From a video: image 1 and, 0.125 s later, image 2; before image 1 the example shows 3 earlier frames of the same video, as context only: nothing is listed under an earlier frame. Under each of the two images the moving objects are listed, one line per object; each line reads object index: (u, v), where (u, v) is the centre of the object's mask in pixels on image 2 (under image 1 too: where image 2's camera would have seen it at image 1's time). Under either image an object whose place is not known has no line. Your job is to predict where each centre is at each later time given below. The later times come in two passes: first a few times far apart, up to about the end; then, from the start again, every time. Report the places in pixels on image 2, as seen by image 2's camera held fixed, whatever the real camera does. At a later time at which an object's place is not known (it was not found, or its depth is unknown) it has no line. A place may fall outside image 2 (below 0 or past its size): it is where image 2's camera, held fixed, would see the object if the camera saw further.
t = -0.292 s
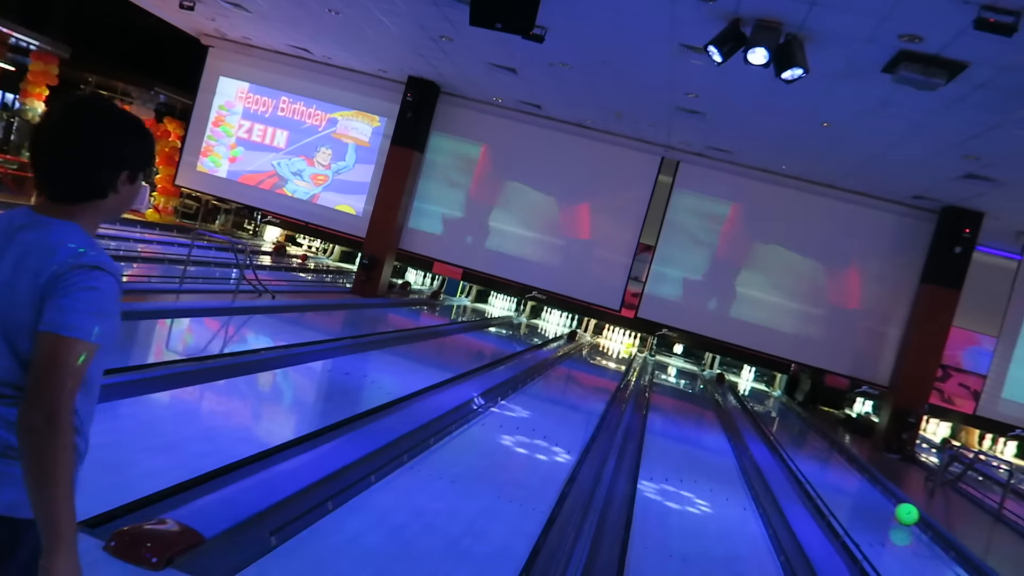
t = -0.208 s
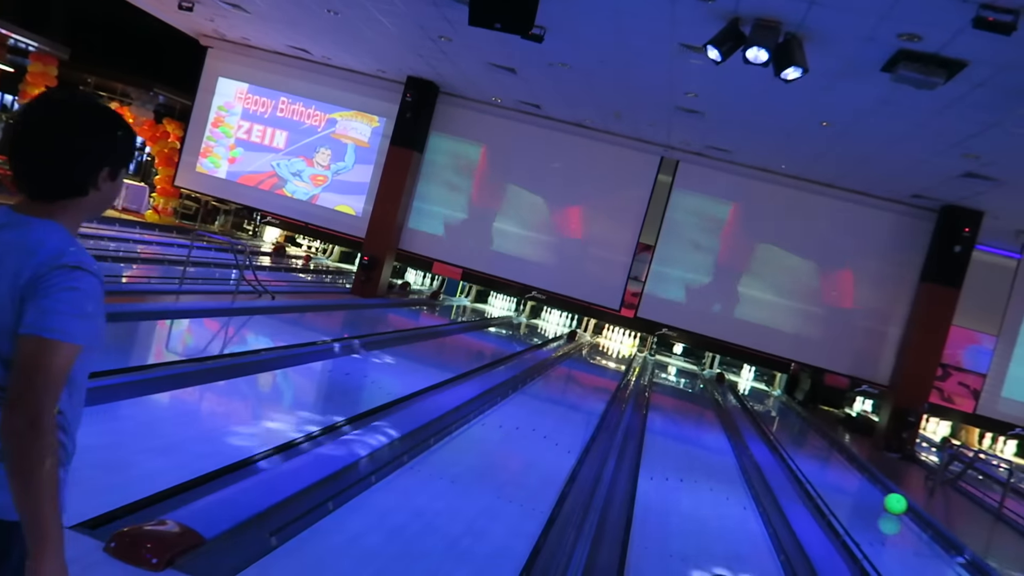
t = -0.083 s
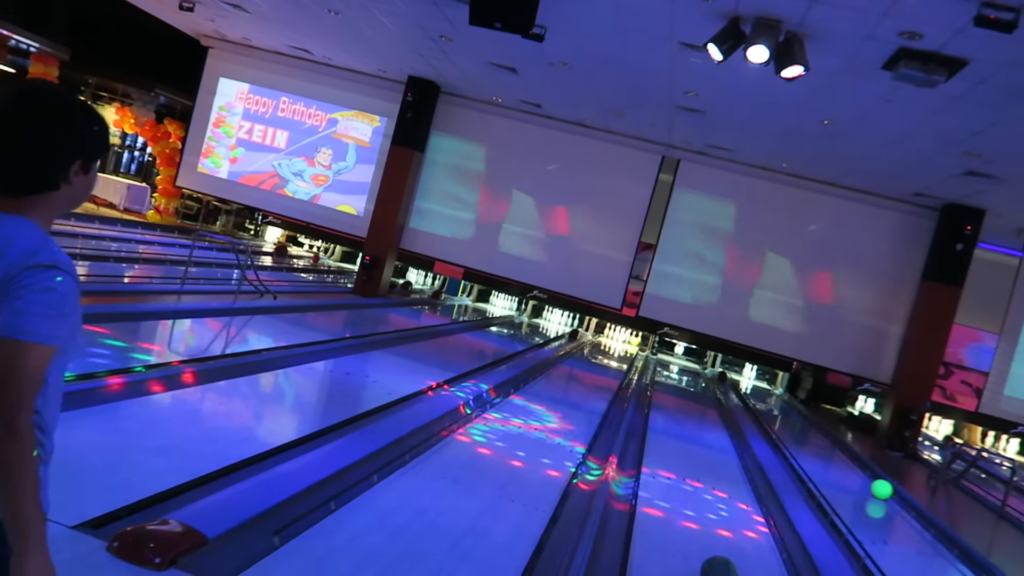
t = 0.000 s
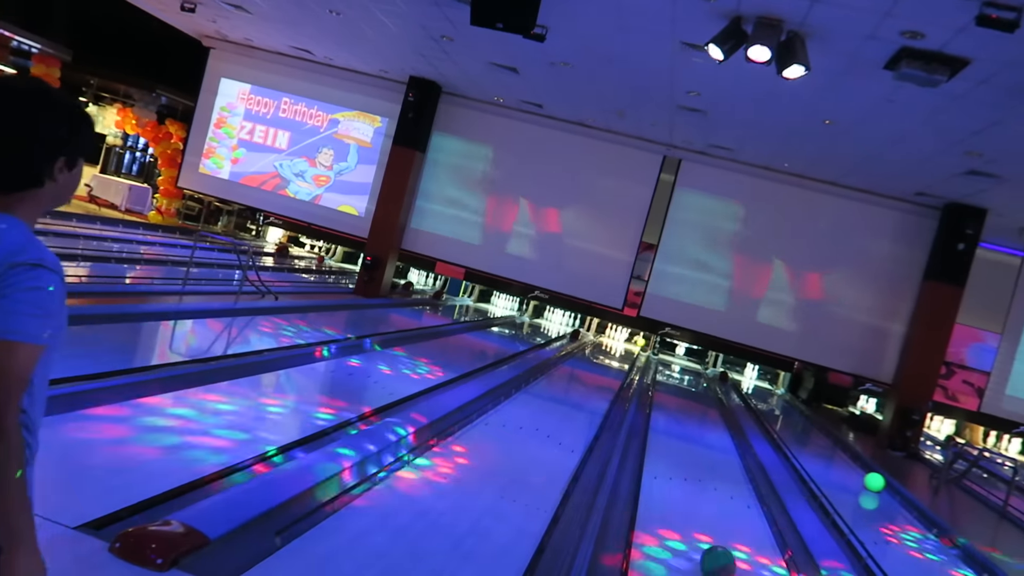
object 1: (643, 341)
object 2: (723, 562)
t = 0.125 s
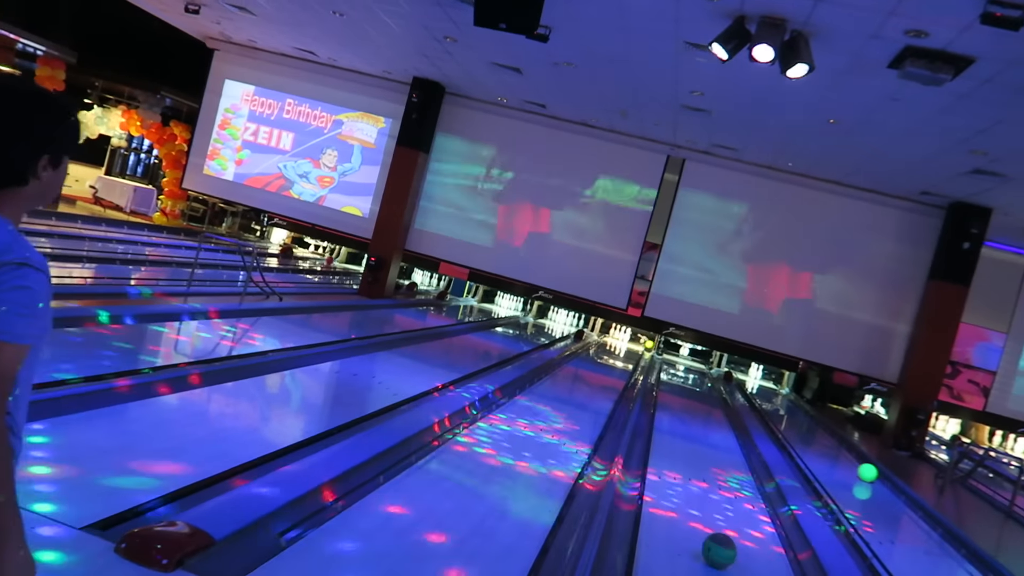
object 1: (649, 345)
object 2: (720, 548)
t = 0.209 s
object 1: (649, 346)
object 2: (717, 542)
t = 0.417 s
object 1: (650, 349)
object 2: (713, 520)
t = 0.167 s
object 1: (649, 346)
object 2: (718, 545)
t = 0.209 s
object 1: (649, 346)
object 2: (717, 542)
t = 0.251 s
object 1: (649, 347)
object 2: (716, 536)
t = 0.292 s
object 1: (649, 347)
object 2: (715, 533)
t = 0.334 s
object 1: (650, 347)
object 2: (714, 528)
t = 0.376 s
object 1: (650, 348)
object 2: (713, 525)
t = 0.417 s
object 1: (650, 349)
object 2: (713, 520)
